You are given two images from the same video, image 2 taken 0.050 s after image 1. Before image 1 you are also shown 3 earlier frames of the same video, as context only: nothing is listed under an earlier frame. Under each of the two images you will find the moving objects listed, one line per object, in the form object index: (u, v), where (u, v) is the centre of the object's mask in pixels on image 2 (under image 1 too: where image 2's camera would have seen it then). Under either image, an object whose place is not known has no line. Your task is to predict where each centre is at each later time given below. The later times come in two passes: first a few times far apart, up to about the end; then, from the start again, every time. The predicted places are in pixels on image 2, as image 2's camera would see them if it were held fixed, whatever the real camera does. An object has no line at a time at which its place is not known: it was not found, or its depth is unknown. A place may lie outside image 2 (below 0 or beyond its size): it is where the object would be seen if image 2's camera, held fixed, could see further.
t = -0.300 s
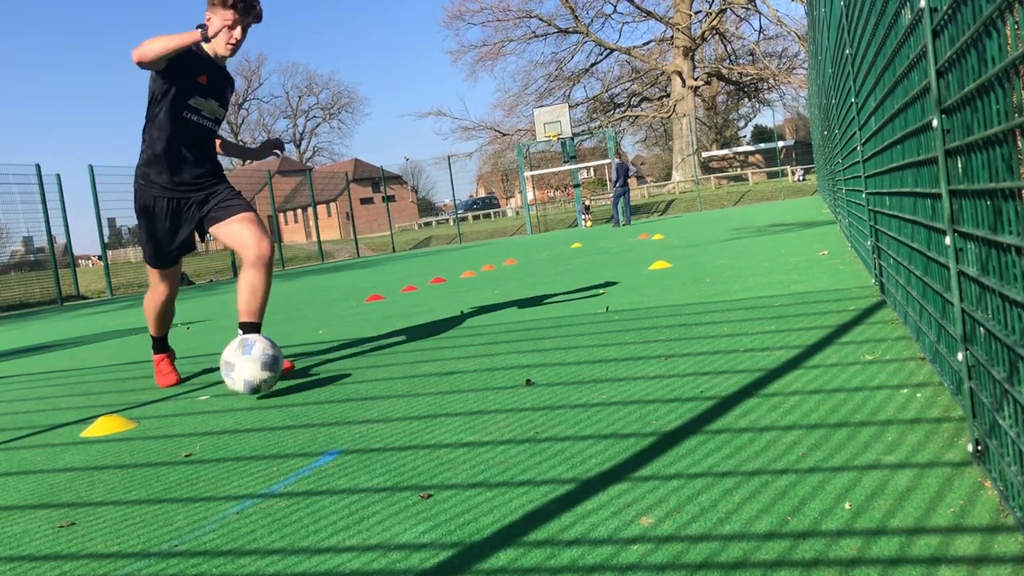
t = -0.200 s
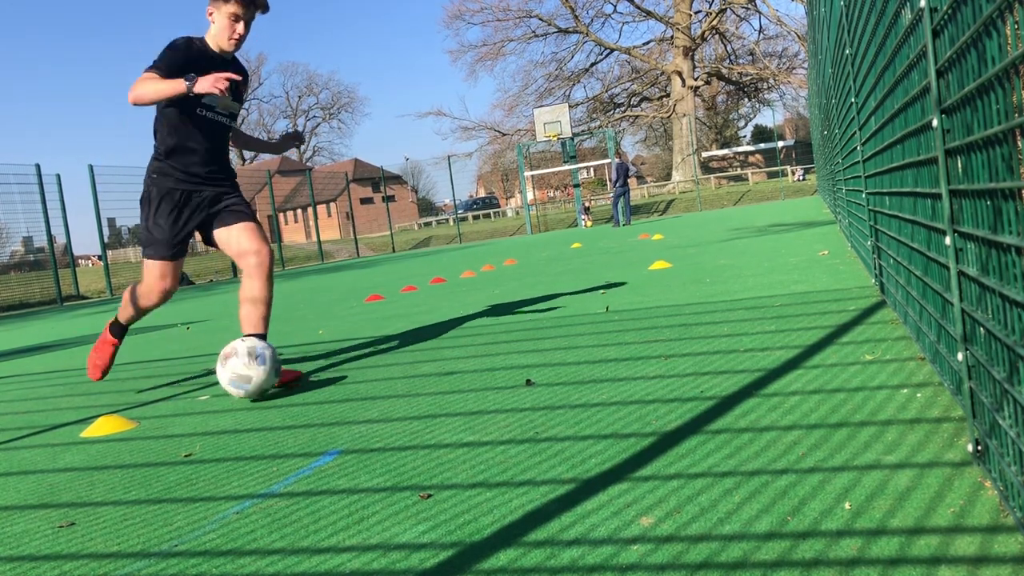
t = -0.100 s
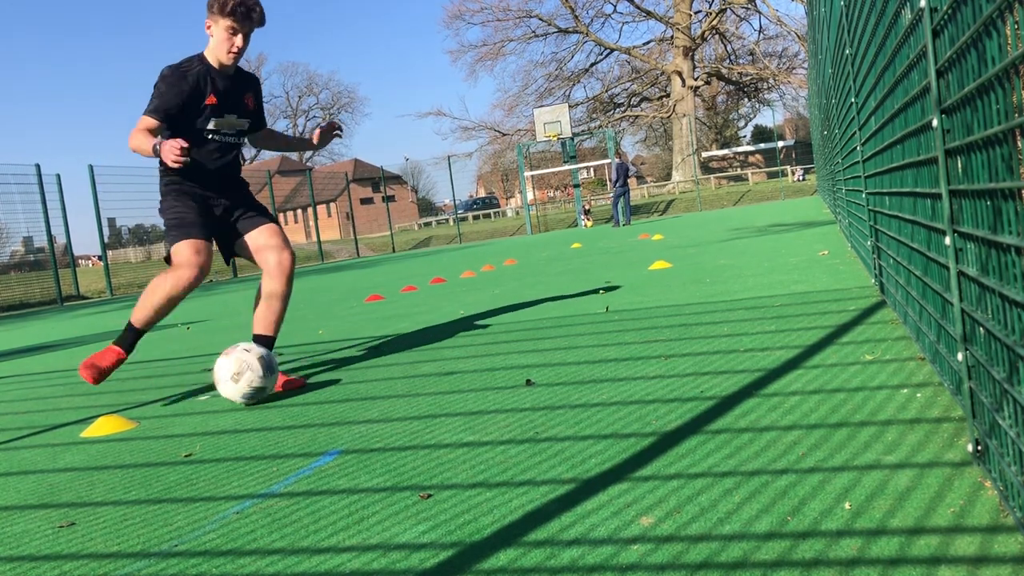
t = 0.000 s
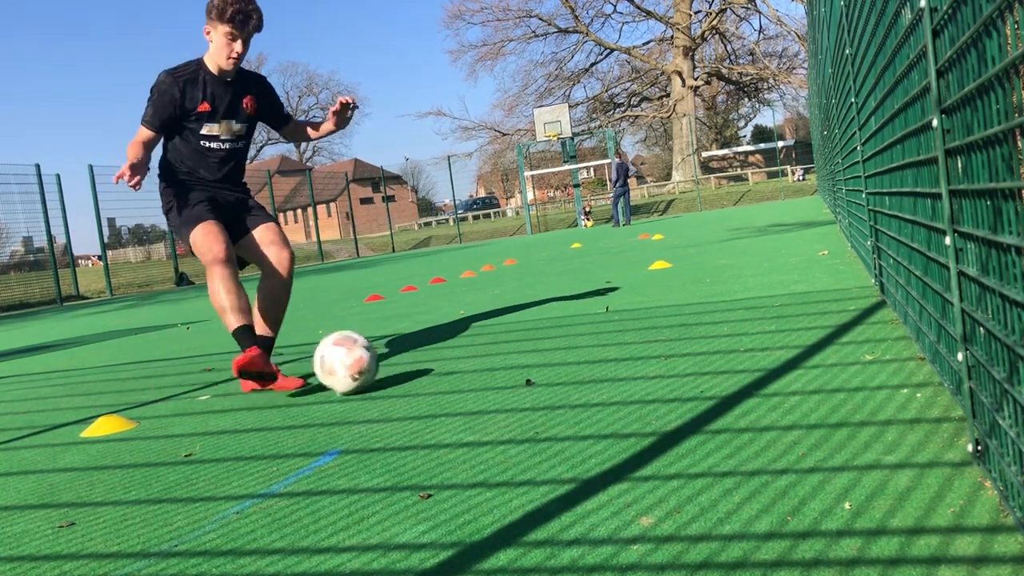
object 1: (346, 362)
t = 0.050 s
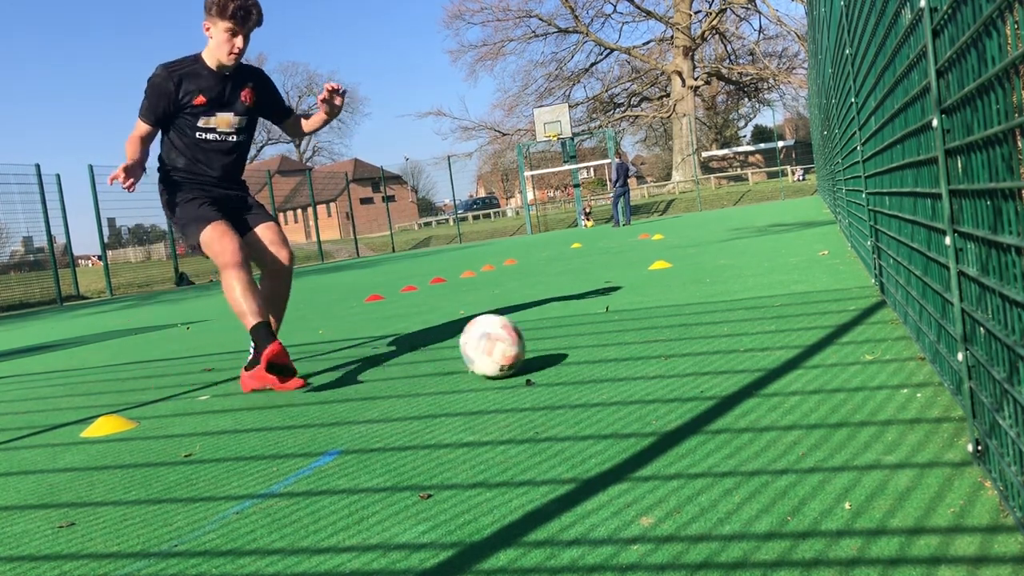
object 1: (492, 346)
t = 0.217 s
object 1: (801, 309)
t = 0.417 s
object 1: (517, 328)
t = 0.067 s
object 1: (540, 339)
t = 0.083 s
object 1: (589, 334)
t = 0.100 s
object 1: (639, 329)
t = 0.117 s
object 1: (690, 324)
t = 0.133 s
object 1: (741, 319)
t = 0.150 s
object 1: (793, 314)
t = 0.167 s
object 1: (846, 307)
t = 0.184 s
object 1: (862, 304)
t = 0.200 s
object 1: (831, 305)
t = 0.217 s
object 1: (801, 309)
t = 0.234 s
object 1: (772, 312)
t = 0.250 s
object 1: (744, 315)
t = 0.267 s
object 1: (718, 315)
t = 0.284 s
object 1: (693, 315)
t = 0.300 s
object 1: (668, 317)
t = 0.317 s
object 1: (644, 318)
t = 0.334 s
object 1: (621, 320)
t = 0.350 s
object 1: (598, 323)
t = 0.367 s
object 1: (576, 325)
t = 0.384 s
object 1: (556, 325)
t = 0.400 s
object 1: (536, 326)
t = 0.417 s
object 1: (517, 328)
